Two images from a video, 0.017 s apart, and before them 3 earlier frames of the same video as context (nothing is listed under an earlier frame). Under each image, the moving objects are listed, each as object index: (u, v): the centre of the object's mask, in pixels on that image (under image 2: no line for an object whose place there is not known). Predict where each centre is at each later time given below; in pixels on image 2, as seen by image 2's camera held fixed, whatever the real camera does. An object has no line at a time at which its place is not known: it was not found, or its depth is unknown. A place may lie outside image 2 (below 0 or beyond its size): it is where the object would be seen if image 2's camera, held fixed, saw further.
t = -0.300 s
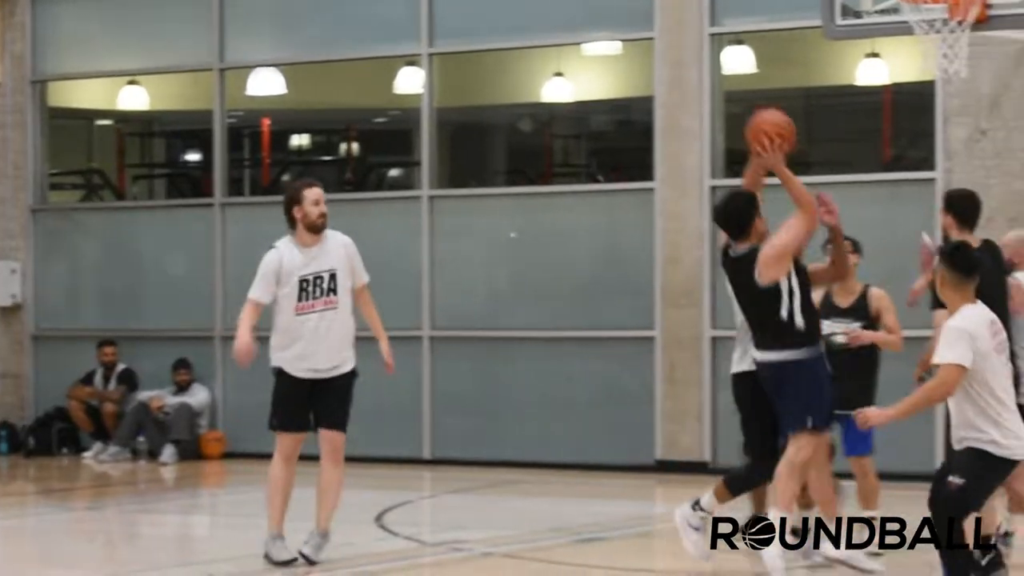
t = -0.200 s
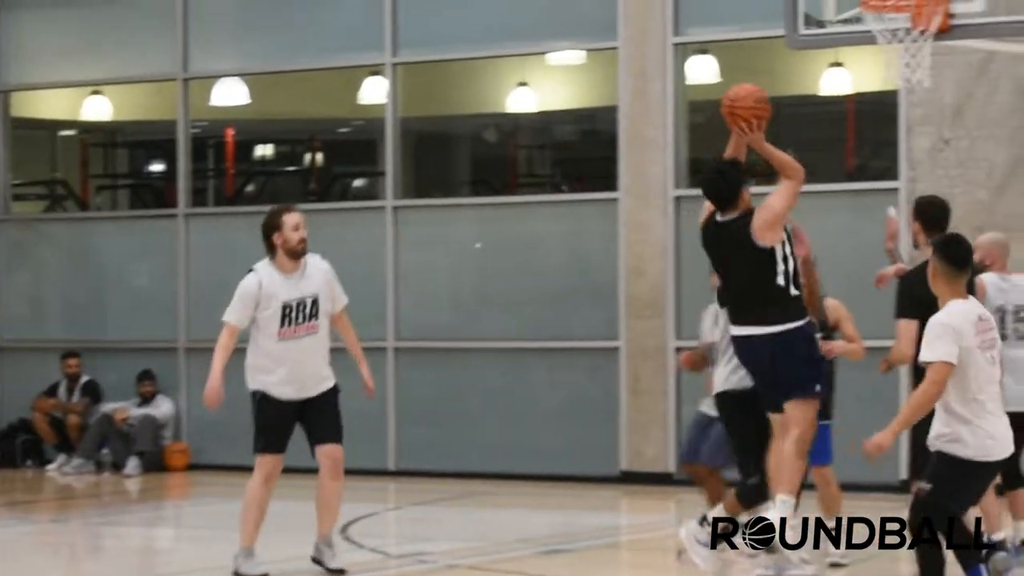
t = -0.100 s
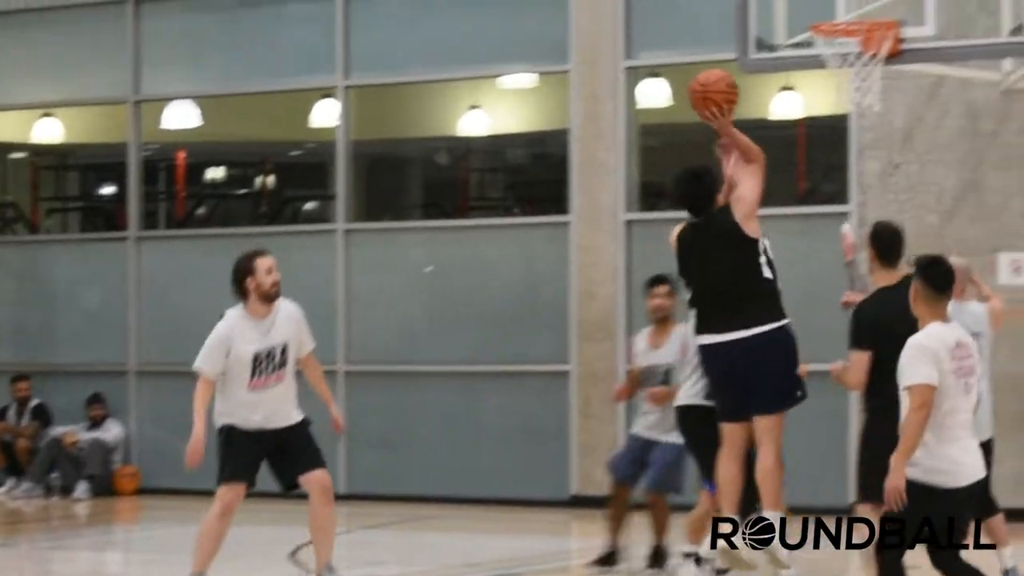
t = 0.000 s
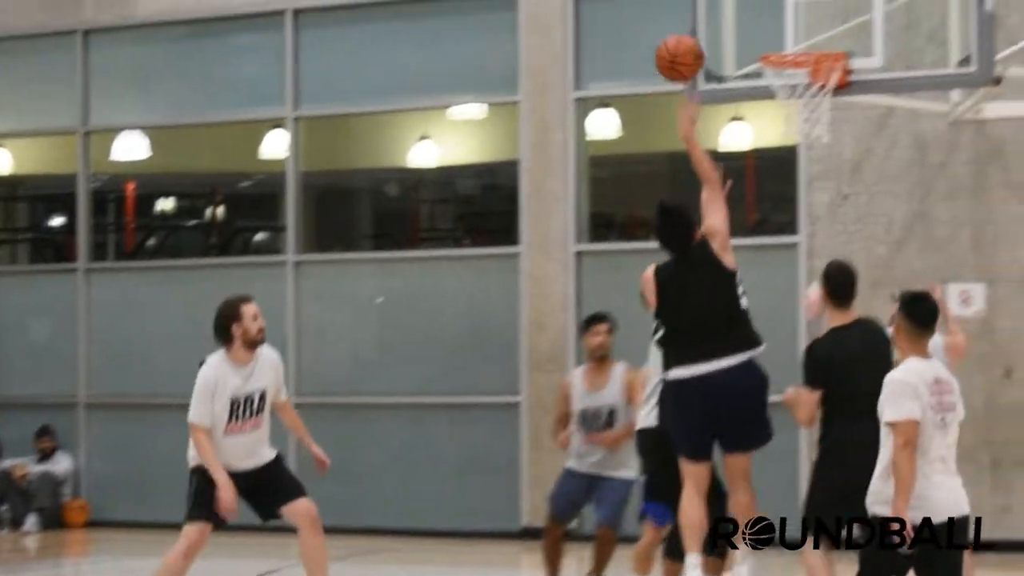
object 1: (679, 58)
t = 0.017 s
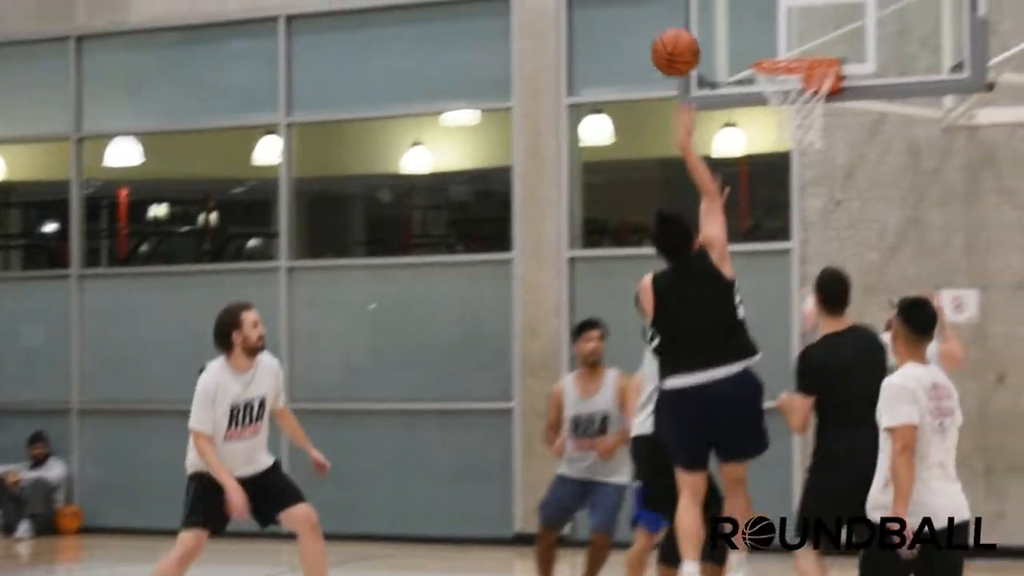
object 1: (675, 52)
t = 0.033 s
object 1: (682, 40)
